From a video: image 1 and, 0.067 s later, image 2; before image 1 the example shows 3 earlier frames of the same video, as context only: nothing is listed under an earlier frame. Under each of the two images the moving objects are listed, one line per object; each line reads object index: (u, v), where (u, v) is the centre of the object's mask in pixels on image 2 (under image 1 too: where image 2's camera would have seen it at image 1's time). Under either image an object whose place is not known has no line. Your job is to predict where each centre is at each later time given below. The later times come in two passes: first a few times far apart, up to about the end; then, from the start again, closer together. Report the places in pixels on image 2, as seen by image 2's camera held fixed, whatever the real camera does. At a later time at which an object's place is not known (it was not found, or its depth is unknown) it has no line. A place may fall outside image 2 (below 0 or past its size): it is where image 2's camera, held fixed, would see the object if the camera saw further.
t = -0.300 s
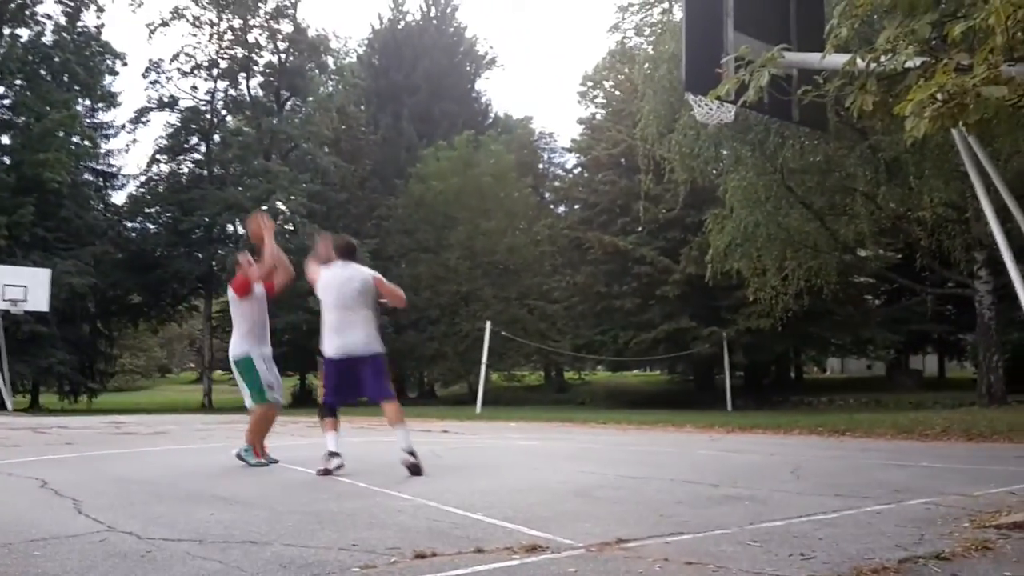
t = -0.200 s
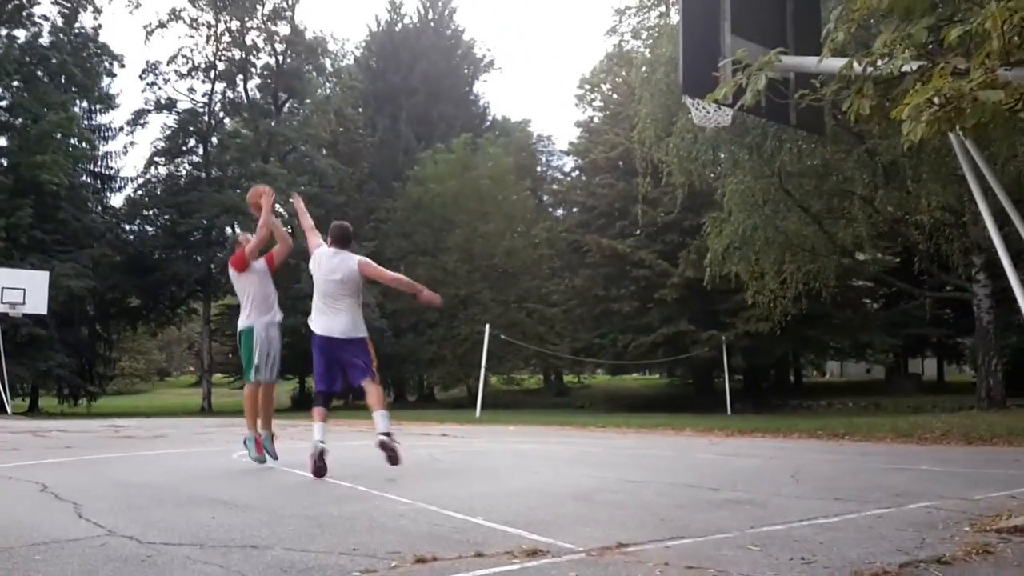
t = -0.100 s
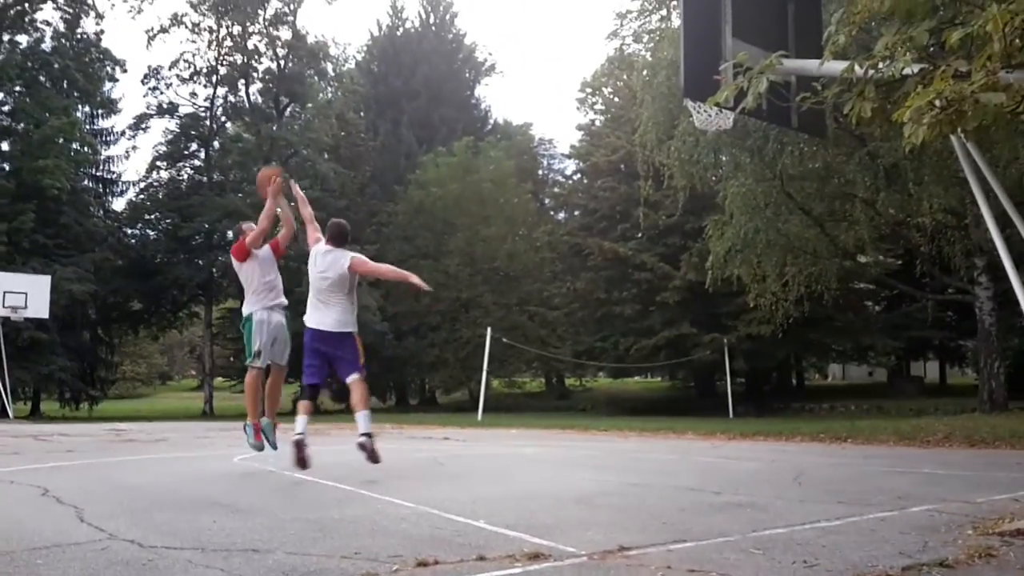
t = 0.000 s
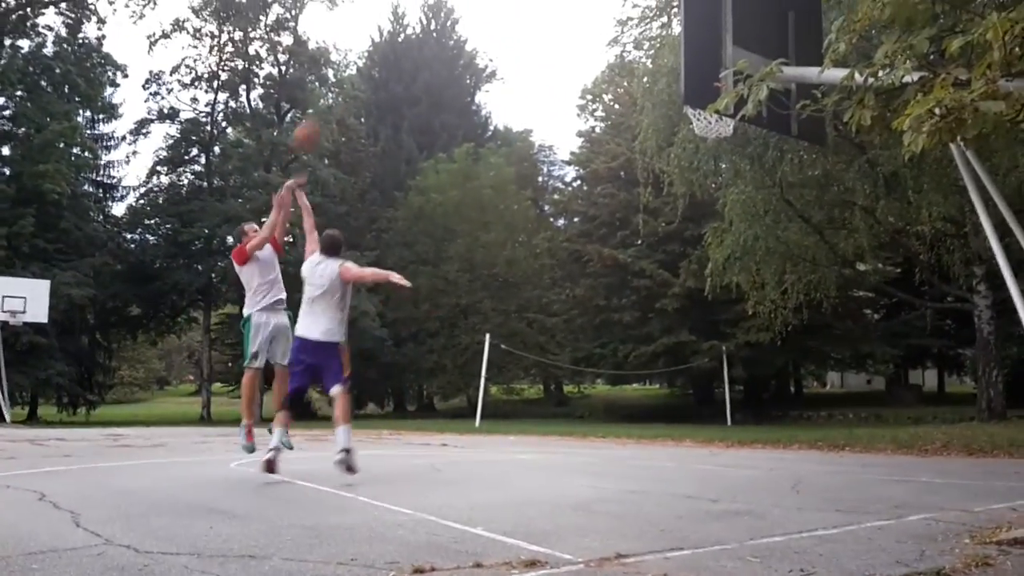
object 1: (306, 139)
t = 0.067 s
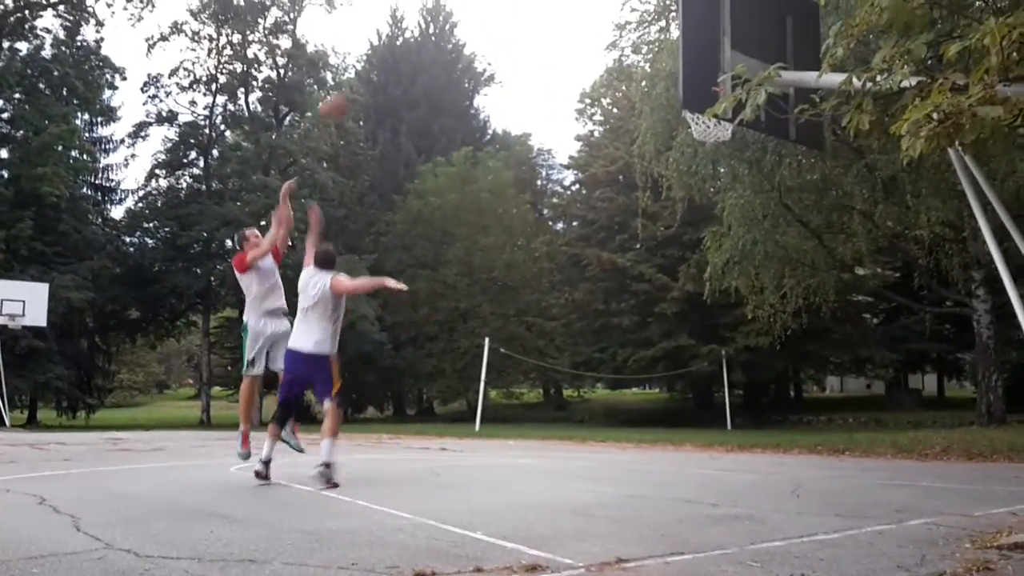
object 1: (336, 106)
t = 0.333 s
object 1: (461, 22)
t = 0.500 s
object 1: (543, 7)
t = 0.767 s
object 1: (669, 44)
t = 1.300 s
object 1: (767, 153)
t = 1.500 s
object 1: (764, 238)
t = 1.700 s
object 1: (765, 360)
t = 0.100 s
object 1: (352, 90)
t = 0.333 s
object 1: (461, 22)
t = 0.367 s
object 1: (478, 17)
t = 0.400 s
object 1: (494, 14)
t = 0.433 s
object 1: (512, 9)
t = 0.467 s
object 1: (528, 8)
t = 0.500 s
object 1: (543, 7)
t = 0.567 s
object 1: (572, 9)
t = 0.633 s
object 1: (609, 13)
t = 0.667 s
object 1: (625, 18)
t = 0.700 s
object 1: (639, 26)
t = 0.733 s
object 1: (655, 33)
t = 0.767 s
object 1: (669, 44)
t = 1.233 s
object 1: (764, 140)
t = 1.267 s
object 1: (766, 146)
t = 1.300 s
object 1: (767, 153)
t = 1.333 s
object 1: (767, 165)
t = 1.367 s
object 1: (767, 178)
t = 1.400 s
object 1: (767, 191)
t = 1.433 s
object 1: (766, 207)
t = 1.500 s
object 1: (764, 238)
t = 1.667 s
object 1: (764, 337)
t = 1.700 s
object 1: (765, 360)
